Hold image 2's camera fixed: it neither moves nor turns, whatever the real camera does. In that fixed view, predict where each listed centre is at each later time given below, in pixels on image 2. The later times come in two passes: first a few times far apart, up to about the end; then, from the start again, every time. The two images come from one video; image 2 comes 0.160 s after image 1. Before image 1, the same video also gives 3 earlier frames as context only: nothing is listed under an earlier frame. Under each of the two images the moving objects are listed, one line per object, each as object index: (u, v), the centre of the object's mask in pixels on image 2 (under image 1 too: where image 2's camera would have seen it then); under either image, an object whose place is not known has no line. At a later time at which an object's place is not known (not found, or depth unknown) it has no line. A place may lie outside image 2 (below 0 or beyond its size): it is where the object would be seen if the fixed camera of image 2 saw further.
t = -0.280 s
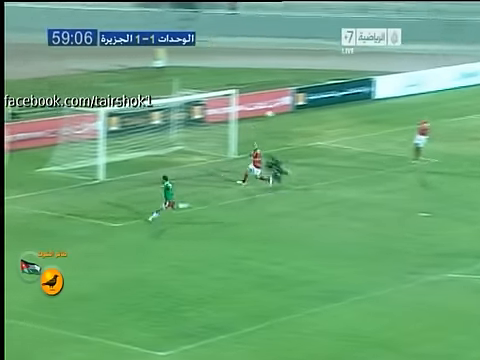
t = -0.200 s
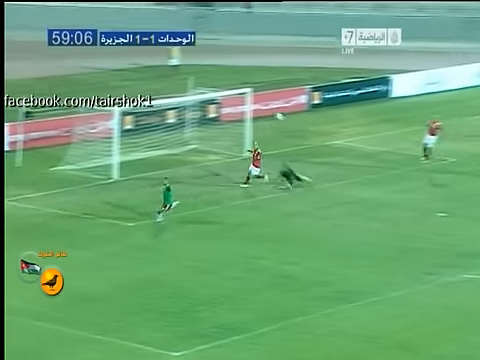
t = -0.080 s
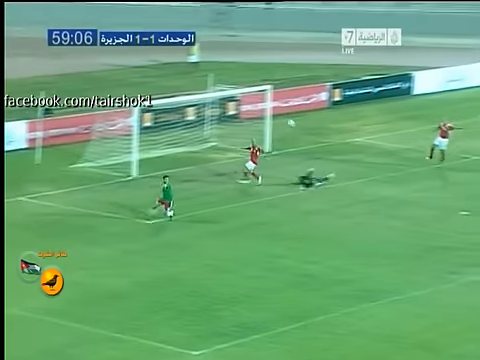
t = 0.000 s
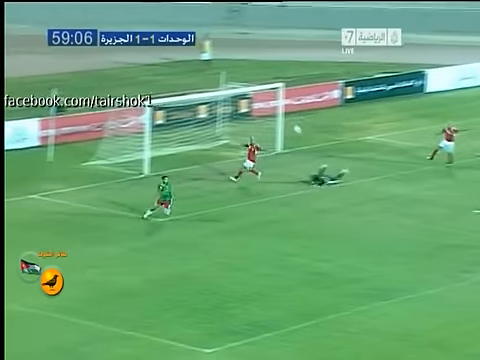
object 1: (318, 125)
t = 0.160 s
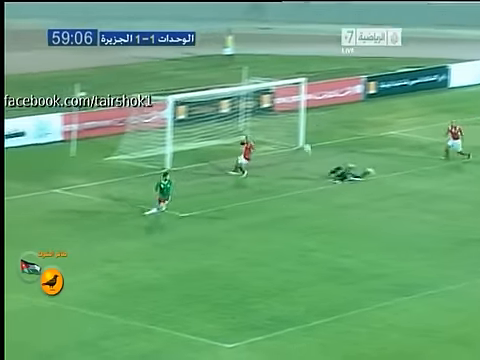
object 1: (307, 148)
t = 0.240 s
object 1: (299, 164)
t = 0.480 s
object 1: (282, 222)
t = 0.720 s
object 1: (260, 204)
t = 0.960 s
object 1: (236, 195)
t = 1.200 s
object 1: (213, 206)
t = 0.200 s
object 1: (303, 156)
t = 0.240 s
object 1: (299, 164)
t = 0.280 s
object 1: (297, 173)
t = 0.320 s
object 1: (294, 181)
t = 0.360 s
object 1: (290, 191)
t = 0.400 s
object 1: (287, 201)
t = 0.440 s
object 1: (285, 212)
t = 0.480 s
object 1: (282, 222)
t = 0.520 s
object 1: (278, 226)
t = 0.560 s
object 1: (274, 221)
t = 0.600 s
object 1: (271, 215)
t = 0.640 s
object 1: (267, 211)
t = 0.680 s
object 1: (263, 207)
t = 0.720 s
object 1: (260, 204)
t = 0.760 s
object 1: (256, 201)
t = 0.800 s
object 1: (253, 199)
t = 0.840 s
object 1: (248, 197)
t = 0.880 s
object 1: (245, 196)
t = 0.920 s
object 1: (240, 195)
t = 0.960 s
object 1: (236, 195)
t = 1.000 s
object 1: (233, 196)
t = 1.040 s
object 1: (228, 196)
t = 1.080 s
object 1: (225, 198)
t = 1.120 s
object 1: (221, 200)
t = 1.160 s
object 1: (216, 203)
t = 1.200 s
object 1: (213, 206)
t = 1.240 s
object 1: (208, 210)
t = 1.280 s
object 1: (205, 213)
